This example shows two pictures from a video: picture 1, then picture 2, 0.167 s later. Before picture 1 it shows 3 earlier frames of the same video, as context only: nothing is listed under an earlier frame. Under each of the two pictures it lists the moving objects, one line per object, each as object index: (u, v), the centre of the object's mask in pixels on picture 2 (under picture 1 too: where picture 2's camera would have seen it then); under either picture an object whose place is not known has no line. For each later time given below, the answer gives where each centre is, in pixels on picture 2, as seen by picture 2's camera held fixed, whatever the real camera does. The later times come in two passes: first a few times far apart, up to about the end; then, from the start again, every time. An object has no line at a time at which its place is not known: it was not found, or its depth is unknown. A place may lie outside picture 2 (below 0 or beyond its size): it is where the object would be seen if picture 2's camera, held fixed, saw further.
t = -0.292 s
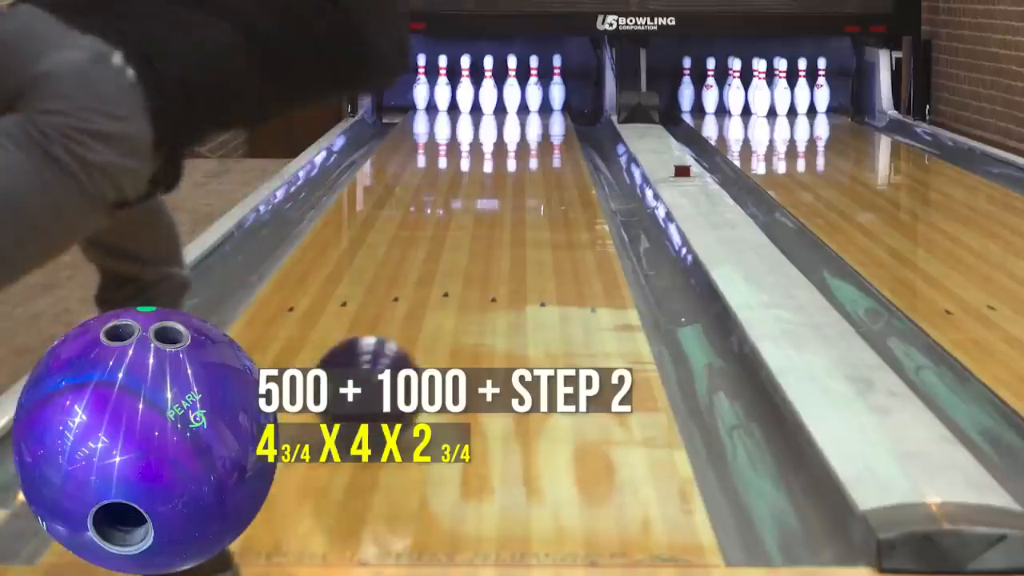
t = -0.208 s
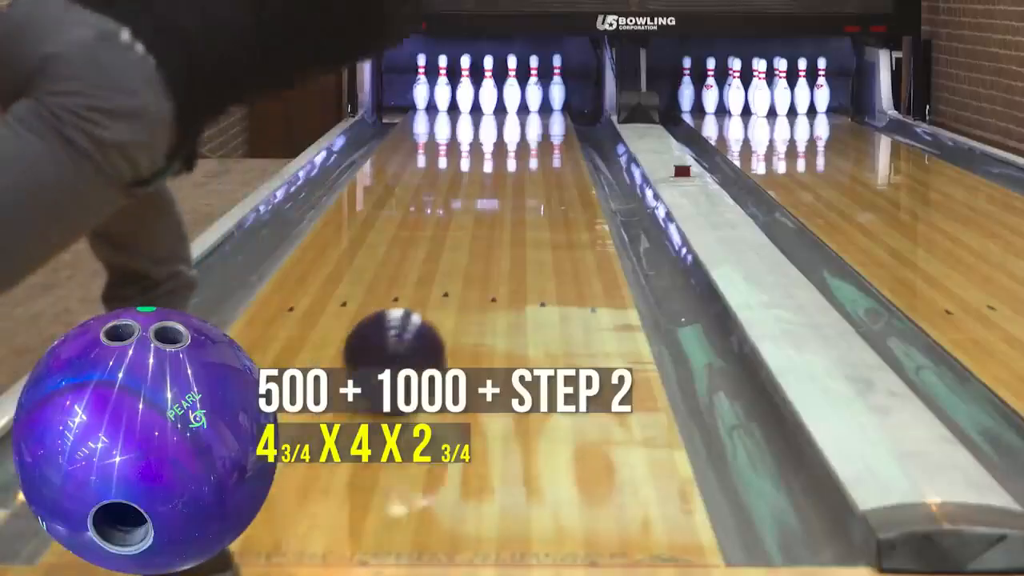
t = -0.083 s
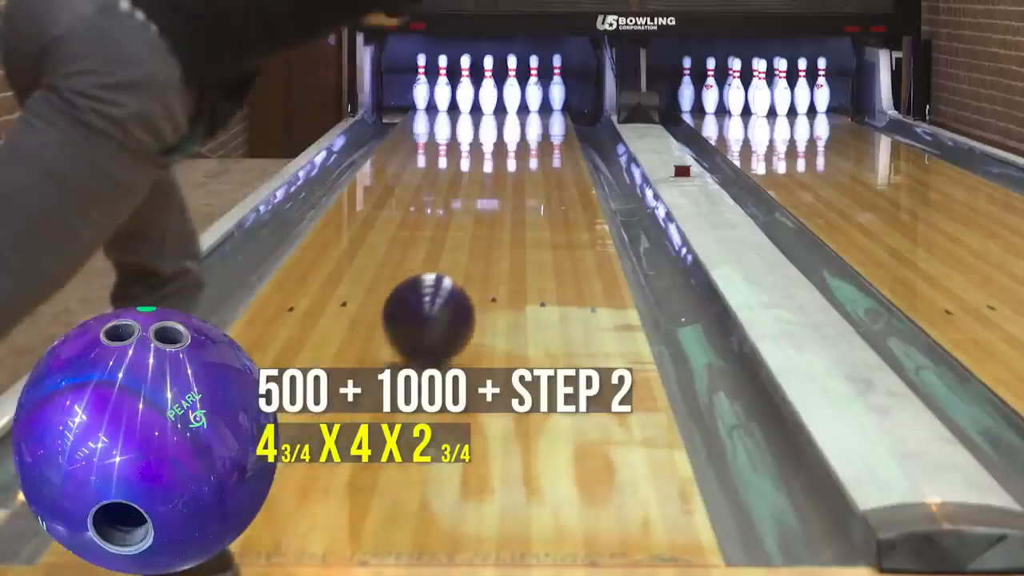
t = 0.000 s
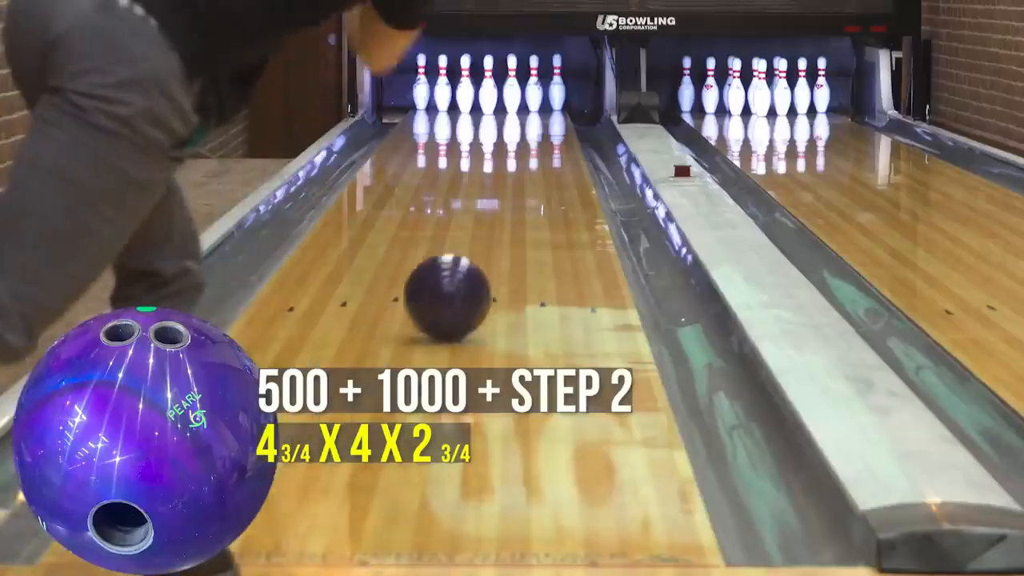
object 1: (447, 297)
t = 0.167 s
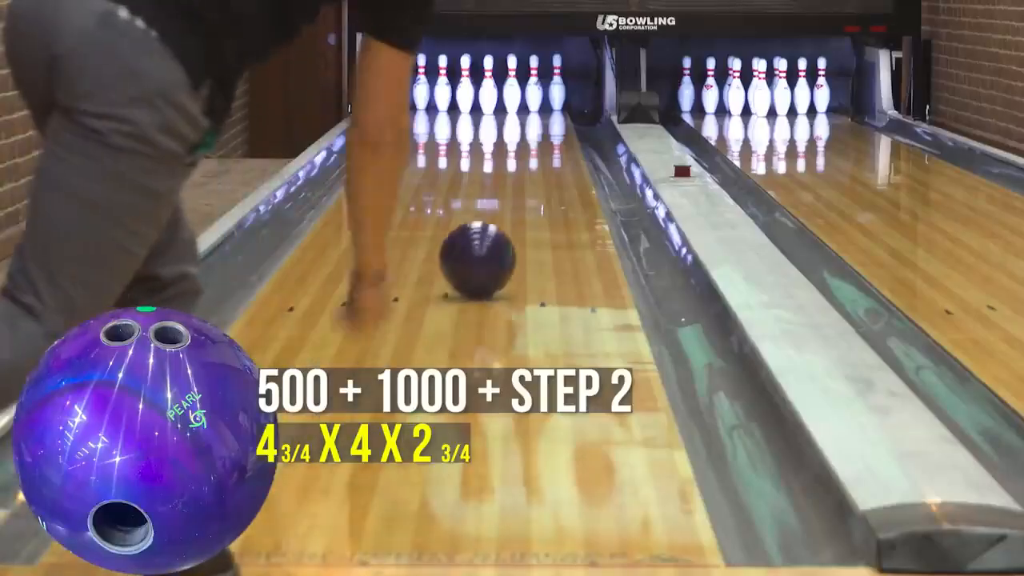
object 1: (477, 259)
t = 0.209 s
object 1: (484, 251)
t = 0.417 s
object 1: (510, 218)
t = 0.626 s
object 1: (530, 191)
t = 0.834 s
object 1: (544, 170)
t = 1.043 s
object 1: (552, 154)
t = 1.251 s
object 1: (557, 140)
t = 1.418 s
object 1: (557, 130)
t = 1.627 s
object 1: (550, 120)
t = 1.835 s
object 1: (534, 112)
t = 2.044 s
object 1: (517, 104)
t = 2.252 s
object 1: (508, 97)
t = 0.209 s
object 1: (484, 251)
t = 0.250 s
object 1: (489, 244)
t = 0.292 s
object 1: (495, 237)
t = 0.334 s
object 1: (500, 230)
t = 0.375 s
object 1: (505, 224)
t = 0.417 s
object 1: (510, 218)
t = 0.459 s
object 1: (514, 212)
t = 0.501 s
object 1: (519, 207)
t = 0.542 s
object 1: (522, 201)
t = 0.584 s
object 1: (526, 196)
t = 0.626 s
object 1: (530, 191)
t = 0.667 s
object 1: (533, 187)
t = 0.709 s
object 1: (536, 183)
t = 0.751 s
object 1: (539, 178)
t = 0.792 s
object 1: (542, 174)
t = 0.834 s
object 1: (544, 170)
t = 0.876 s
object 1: (546, 167)
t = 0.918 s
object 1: (548, 163)
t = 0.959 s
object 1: (550, 160)
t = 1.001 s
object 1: (551, 156)
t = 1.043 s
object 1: (552, 154)
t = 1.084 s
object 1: (554, 151)
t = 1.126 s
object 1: (555, 148)
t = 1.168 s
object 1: (555, 145)
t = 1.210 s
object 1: (556, 142)
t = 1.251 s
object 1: (557, 140)
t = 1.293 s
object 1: (557, 137)
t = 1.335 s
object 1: (557, 134)
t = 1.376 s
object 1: (557, 133)
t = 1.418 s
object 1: (557, 130)
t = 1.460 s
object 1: (556, 129)
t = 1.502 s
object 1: (556, 126)
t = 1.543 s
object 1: (554, 125)
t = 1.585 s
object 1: (553, 122)
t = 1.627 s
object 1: (550, 120)
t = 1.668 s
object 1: (548, 118)
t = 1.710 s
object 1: (545, 116)
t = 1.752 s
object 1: (541, 115)
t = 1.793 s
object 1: (539, 113)
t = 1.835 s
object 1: (534, 112)
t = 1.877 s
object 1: (530, 110)
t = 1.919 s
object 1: (526, 108)
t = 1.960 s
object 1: (523, 107)
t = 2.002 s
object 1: (520, 105)
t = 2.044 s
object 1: (517, 104)
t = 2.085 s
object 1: (514, 102)
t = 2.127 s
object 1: (511, 101)
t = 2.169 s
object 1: (507, 100)
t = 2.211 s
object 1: (504, 99)
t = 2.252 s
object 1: (508, 97)
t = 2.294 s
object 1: (510, 97)
